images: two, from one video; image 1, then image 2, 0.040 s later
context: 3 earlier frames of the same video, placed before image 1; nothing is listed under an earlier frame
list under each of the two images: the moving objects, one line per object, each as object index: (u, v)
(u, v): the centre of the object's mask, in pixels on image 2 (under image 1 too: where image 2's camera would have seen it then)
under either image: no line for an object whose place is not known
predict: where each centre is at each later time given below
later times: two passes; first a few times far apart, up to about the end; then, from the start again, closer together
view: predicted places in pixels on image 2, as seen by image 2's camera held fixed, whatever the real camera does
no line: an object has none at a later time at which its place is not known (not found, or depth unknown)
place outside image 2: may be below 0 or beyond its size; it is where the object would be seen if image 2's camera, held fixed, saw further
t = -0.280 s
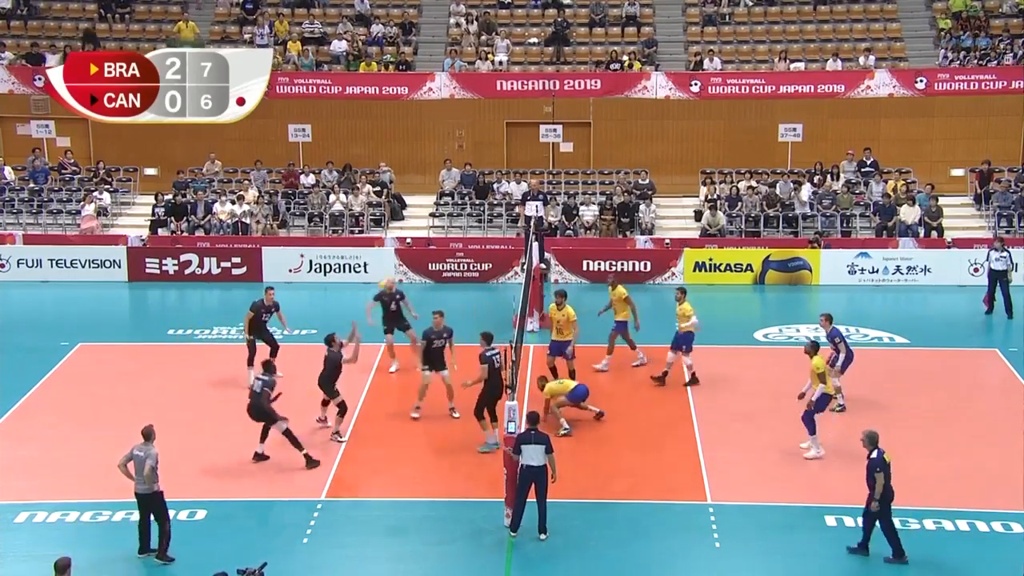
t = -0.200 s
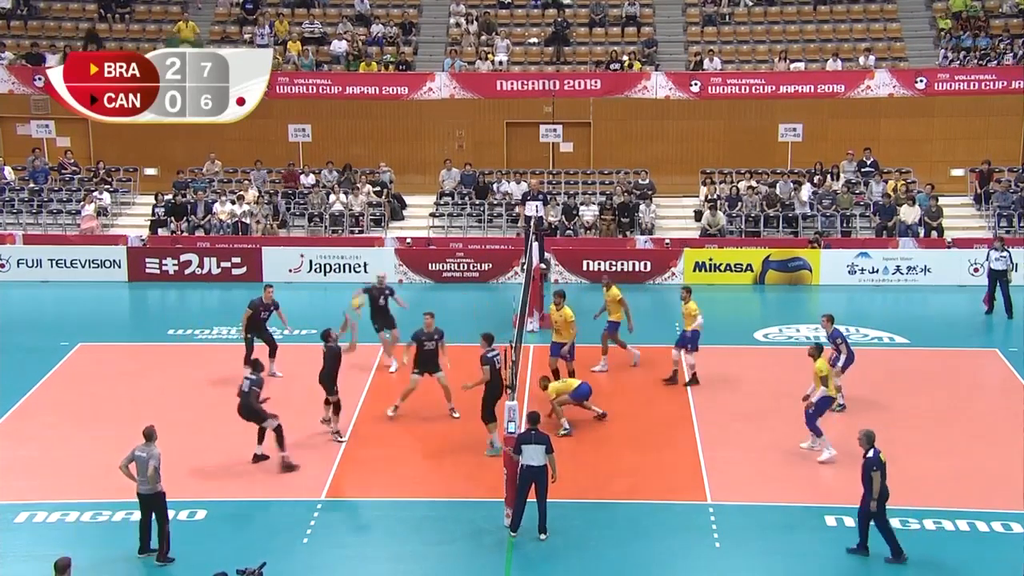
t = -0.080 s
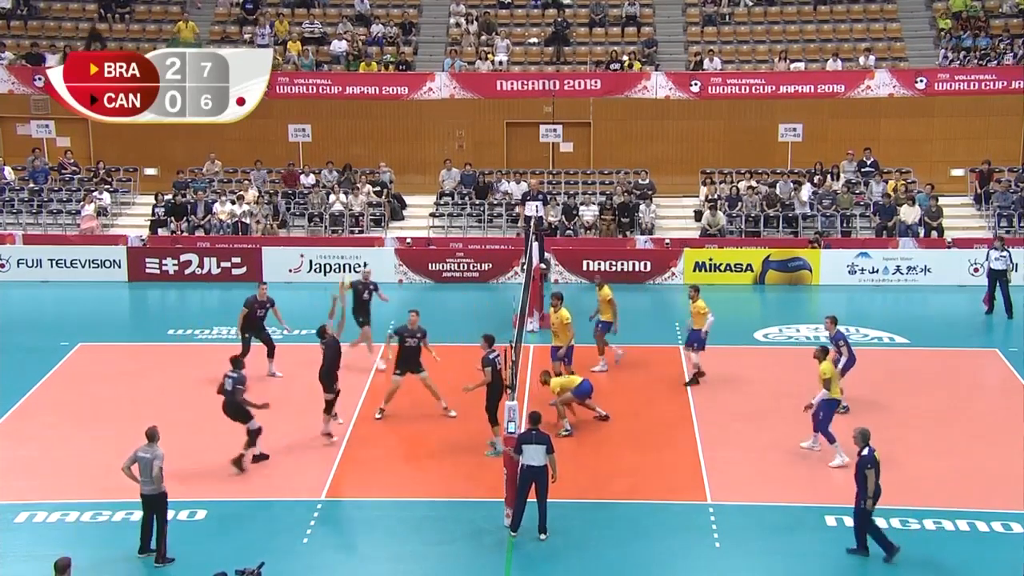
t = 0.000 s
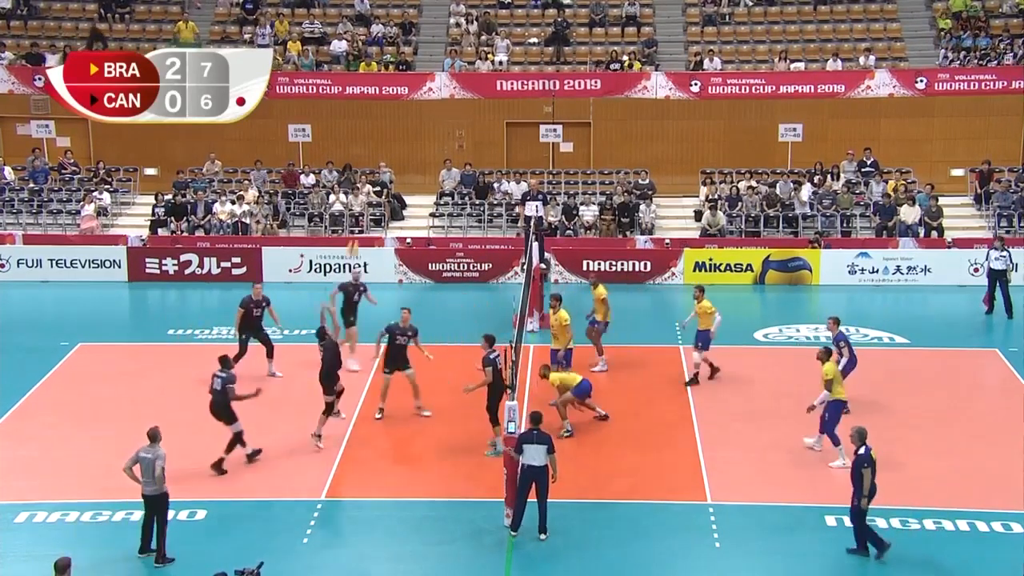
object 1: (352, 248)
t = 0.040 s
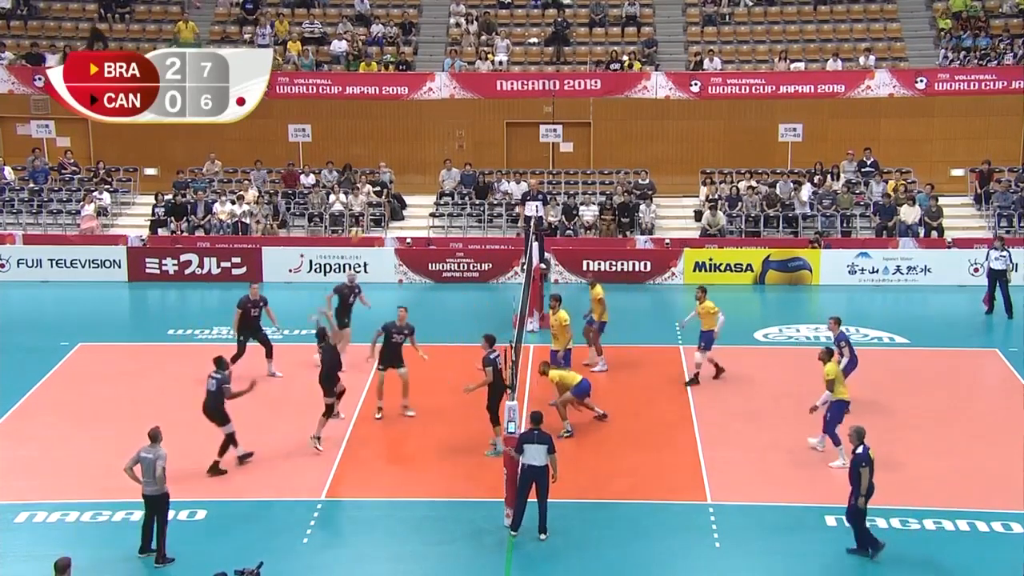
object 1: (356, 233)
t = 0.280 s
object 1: (377, 158)
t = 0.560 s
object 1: (403, 116)
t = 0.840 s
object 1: (430, 124)
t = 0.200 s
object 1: (370, 176)
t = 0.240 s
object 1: (373, 169)
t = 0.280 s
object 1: (377, 158)
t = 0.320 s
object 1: (381, 151)
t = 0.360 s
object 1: (385, 142)
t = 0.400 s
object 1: (389, 135)
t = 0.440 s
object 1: (392, 129)
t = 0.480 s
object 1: (396, 124)
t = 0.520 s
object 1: (400, 120)
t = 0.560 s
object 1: (403, 116)
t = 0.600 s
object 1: (407, 115)
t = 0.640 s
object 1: (411, 114)
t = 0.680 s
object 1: (415, 114)
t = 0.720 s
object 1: (419, 115)
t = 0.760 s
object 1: (423, 117)
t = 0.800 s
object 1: (426, 120)
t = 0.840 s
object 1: (430, 124)
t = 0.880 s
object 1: (434, 129)
